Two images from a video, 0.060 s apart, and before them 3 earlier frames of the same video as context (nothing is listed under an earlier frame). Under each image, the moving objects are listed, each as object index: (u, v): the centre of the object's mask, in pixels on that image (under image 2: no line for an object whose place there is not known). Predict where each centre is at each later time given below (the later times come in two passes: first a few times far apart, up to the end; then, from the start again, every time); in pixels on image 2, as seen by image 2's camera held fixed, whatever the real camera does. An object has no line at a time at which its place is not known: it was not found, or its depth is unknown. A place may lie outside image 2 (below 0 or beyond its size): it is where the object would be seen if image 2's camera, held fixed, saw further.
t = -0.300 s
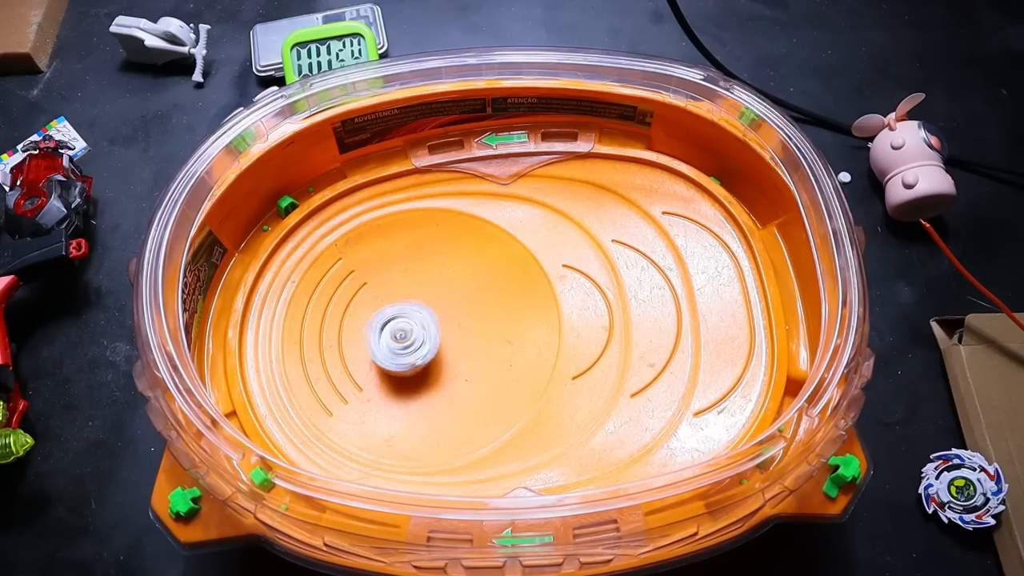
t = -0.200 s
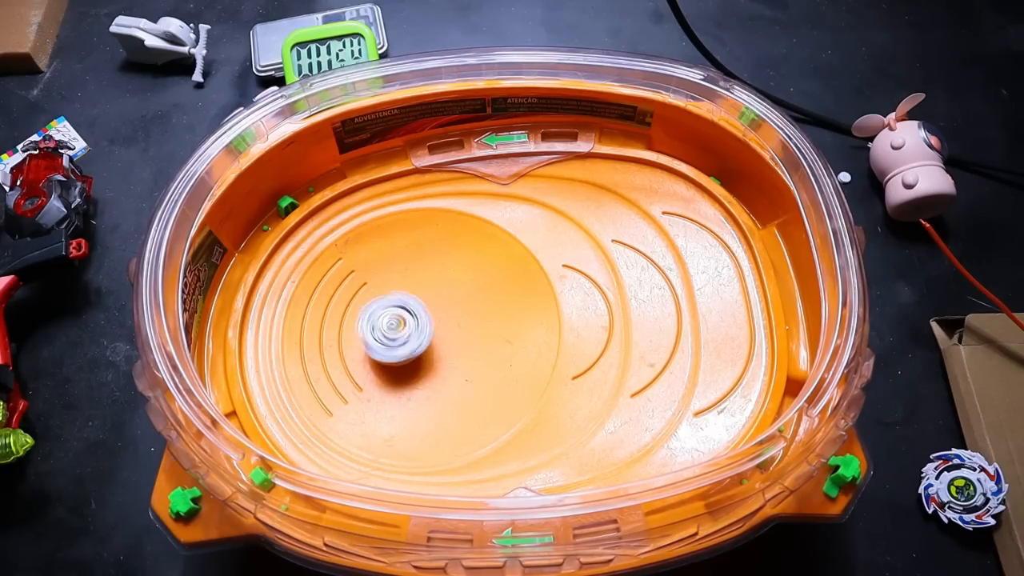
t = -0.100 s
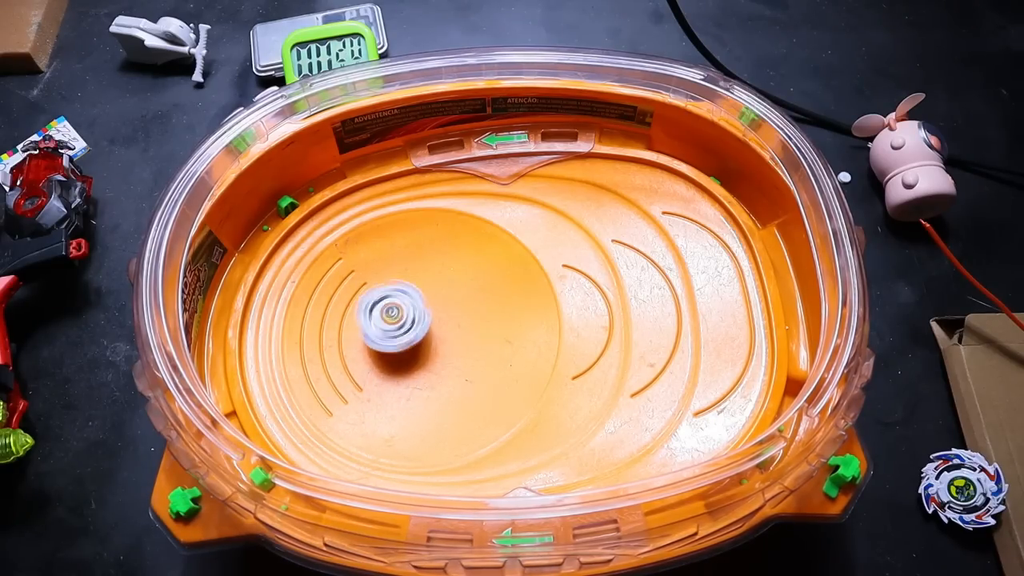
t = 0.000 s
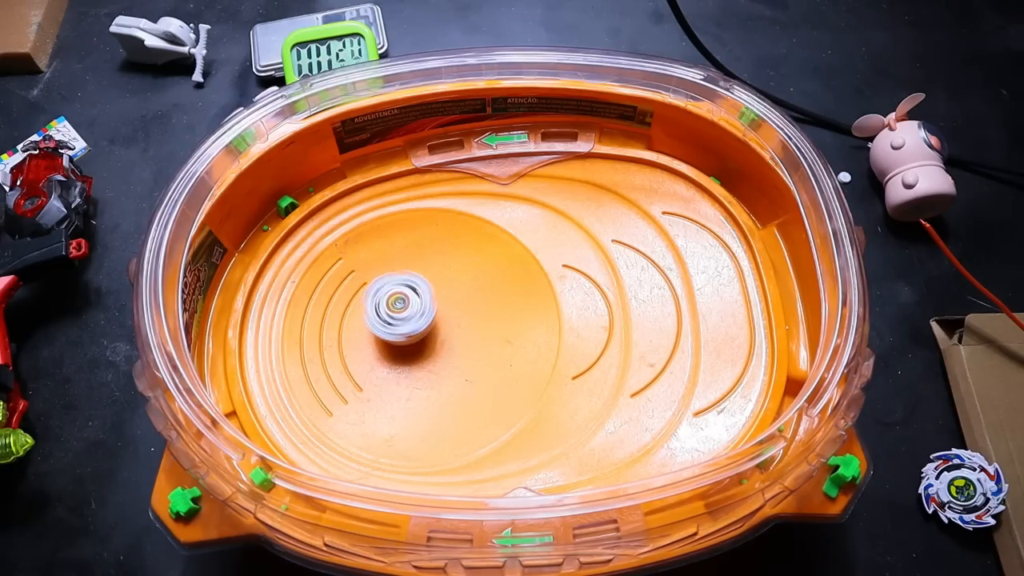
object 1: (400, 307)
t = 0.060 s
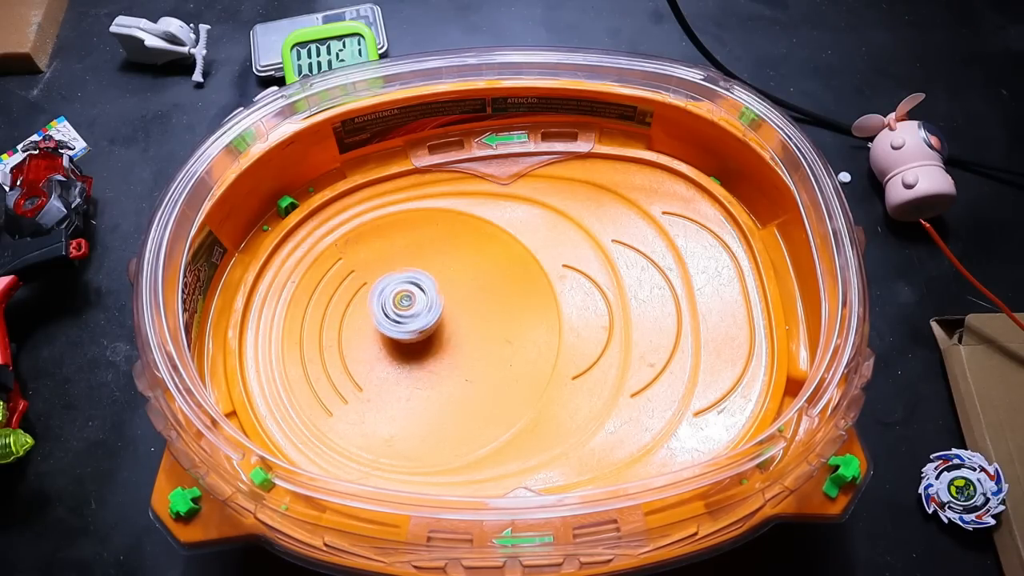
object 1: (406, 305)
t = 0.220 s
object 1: (424, 308)
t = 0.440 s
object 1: (433, 332)
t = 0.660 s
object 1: (410, 339)
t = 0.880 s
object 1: (405, 317)
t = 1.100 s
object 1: (427, 308)
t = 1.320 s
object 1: (432, 323)
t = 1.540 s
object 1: (412, 334)
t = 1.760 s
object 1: (400, 323)
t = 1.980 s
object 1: (412, 313)
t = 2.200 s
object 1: (426, 319)
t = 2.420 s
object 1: (424, 332)
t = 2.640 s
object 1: (410, 330)
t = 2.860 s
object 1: (410, 319)
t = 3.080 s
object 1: (418, 317)
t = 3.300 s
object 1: (424, 322)
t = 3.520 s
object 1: (415, 329)
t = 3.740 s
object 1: (413, 331)
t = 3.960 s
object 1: (413, 326)
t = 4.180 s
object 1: (421, 324)
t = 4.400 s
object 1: (423, 329)
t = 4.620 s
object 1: (419, 329)
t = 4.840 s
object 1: (418, 330)
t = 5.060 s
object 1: (415, 328)
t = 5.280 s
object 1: (416, 326)
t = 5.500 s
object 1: (419, 319)
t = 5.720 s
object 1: (411, 323)
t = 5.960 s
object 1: (411, 331)
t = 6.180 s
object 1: (420, 324)
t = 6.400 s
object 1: (426, 318)
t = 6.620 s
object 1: (423, 321)
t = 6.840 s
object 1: (418, 328)
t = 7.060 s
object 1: (420, 326)
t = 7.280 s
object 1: (432, 327)
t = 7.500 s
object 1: (421, 332)
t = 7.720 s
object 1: (415, 327)
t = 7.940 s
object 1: (417, 316)
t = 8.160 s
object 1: (416, 319)
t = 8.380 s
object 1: (417, 333)
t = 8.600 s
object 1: (417, 331)
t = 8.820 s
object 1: (416, 330)
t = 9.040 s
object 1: (415, 325)
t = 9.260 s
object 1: (415, 327)
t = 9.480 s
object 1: (415, 326)
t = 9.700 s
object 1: (415, 326)
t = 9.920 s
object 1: (415, 327)
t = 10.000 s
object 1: (415, 326)
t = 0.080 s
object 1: (409, 304)
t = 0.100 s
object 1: (411, 304)
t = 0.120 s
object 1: (413, 305)
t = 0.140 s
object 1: (416, 305)
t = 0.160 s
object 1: (419, 305)
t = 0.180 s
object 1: (420, 307)
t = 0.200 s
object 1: (423, 307)
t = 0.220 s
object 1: (424, 308)
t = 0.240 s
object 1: (426, 310)
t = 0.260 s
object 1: (428, 312)
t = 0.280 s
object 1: (430, 313)
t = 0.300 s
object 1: (430, 316)
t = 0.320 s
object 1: (432, 318)
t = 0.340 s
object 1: (432, 319)
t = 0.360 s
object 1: (432, 322)
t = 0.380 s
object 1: (434, 324)
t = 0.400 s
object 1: (433, 326)
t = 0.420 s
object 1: (433, 329)
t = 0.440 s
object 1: (433, 332)
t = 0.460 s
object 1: (432, 333)
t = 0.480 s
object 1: (430, 337)
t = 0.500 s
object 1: (428, 338)
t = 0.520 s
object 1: (427, 339)
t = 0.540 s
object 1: (423, 341)
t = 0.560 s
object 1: (421, 342)
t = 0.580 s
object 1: (419, 341)
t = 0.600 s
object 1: (415, 342)
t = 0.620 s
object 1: (414, 342)
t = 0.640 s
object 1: (413, 340)
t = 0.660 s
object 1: (410, 339)
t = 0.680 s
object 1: (408, 338)
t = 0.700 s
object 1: (407, 336)
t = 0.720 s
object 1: (406, 333)
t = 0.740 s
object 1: (404, 332)
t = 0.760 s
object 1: (404, 329)
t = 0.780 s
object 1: (403, 327)
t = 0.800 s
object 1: (402, 326)
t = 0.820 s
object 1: (404, 324)
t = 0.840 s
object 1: (404, 321)
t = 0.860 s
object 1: (404, 320)
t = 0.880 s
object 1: (405, 317)
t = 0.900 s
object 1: (407, 314)
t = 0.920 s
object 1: (407, 313)
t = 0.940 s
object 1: (409, 312)
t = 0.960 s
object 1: (412, 310)
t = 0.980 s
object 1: (414, 308)
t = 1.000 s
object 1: (415, 308)
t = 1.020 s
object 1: (419, 308)
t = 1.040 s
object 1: (421, 307)
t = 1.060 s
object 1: (422, 308)
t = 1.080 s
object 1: (424, 308)
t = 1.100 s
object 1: (427, 308)
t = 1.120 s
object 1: (426, 310)
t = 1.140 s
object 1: (429, 310)
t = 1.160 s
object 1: (430, 311)
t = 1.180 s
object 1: (431, 312)
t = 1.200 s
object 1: (432, 314)
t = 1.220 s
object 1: (434, 317)
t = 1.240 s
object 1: (434, 317)
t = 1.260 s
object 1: (433, 320)
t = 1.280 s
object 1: (433, 322)
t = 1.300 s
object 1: (434, 322)
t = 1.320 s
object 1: (432, 323)
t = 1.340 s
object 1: (431, 326)
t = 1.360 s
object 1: (430, 327)
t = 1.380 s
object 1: (429, 328)
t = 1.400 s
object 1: (426, 331)
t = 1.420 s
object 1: (425, 332)
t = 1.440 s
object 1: (424, 332)
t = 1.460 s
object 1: (421, 333)
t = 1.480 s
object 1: (419, 334)
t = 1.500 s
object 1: (418, 333)
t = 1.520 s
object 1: (416, 333)
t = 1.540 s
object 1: (412, 334)
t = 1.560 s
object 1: (411, 334)
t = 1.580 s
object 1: (411, 332)
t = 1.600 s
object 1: (408, 331)
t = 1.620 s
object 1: (406, 332)
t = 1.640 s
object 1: (406, 330)
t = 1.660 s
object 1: (405, 328)
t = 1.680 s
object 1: (403, 328)
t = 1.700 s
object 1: (402, 326)
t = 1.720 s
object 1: (402, 324)
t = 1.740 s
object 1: (401, 322)
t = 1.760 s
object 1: (400, 323)
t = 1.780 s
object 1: (403, 321)
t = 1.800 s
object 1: (403, 319)
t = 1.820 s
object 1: (402, 319)
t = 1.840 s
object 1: (403, 317)
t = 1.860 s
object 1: (405, 315)
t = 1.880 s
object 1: (406, 313)
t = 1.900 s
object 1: (406, 314)
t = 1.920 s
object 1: (408, 314)
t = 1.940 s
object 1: (411, 312)
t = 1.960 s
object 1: (410, 312)
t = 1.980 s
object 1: (412, 313)
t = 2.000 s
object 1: (414, 312)
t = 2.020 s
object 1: (416, 312)
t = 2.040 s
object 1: (416, 313)
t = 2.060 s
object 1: (418, 313)
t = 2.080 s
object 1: (421, 314)
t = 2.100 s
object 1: (422, 314)
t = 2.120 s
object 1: (422, 315)
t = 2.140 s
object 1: (424, 316)
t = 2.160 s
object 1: (425, 316)
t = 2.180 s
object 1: (425, 317)
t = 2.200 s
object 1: (426, 319)
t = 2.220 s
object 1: (427, 320)
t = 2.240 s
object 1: (429, 320)
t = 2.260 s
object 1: (428, 321)
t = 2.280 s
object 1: (428, 324)
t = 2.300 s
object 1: (429, 324)
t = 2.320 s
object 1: (429, 325)
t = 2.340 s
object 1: (428, 327)
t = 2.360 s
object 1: (427, 329)
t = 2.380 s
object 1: (426, 331)
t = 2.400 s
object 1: (426, 331)
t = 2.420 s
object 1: (424, 332)
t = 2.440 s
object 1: (423, 333)
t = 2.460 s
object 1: (421, 334)
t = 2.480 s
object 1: (420, 333)
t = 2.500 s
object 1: (418, 334)
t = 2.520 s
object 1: (416, 334)
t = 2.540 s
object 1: (416, 334)
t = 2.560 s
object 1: (415, 333)
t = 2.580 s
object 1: (412, 333)
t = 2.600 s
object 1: (412, 332)
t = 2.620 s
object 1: (412, 331)
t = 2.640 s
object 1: (410, 330)
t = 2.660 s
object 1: (409, 329)
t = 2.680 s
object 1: (408, 328)
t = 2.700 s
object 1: (408, 327)
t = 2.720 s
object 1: (409, 325)
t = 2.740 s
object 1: (407, 325)
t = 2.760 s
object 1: (407, 325)
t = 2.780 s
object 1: (408, 323)
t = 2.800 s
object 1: (409, 321)
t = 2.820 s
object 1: (408, 321)
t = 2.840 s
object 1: (408, 320)
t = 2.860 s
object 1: (410, 319)
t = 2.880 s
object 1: (412, 318)
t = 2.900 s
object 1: (411, 317)
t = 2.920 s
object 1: (411, 318)
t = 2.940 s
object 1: (413, 317)
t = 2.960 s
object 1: (414, 316)
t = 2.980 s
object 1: (415, 315)
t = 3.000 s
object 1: (415, 316)
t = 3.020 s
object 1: (417, 316)
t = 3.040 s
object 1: (419, 315)
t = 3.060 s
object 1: (419, 315)
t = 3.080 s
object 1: (418, 317)
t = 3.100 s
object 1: (420, 317)
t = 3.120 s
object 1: (421, 316)
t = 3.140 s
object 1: (422, 316)
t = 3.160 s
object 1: (420, 318)
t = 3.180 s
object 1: (422, 319)
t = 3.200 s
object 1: (424, 319)
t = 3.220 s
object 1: (424, 319)
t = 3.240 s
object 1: (423, 320)
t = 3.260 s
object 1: (423, 322)
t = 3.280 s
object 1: (424, 322)
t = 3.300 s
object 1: (424, 322)
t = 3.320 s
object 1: (423, 323)
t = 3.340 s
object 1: (421, 325)
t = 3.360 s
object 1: (421, 325)
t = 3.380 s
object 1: (421, 326)
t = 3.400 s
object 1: (421, 325)
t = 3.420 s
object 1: (419, 326)
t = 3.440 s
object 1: (419, 327)
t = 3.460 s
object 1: (419, 327)
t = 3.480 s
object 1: (419, 326)
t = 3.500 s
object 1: (417, 327)
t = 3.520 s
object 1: (415, 329)
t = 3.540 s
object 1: (417, 330)
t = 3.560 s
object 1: (419, 329)
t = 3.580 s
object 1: (418, 327)
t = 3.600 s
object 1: (415, 328)
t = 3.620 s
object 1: (415, 329)
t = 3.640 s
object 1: (415, 330)
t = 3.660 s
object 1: (416, 329)
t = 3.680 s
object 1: (415, 329)
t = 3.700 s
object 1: (414, 330)
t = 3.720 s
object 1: (413, 330)
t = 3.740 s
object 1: (413, 331)
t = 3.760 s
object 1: (413, 329)
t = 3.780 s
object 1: (413, 330)
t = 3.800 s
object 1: (412, 331)
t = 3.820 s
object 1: (412, 330)
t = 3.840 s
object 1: (413, 330)
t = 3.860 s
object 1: (412, 329)
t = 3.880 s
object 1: (411, 329)
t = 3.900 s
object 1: (411, 329)
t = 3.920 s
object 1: (412, 328)
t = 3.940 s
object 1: (413, 327)
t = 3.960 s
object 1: (413, 326)
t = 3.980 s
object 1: (413, 326)
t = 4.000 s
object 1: (414, 325)
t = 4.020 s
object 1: (415, 325)
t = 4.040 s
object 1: (416, 324)
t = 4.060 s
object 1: (417, 324)
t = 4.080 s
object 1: (416, 324)
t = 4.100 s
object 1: (418, 323)
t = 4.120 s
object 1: (419, 323)
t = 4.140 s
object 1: (421, 323)
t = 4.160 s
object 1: (421, 323)
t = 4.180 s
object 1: (421, 324)
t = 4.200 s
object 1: (422, 324)
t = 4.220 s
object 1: (423, 324)
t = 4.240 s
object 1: (424, 324)
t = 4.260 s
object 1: (424, 325)
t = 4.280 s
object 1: (424, 326)
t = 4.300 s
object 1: (424, 326)
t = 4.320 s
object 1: (425, 326)
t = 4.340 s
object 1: (425, 325)
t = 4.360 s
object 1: (424, 326)
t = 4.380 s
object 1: (422, 328)
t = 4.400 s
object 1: (423, 329)
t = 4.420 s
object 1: (426, 329)
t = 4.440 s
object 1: (426, 327)
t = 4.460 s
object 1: (424, 326)
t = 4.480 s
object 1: (422, 328)
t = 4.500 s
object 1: (421, 329)
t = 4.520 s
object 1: (422, 331)
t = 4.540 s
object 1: (425, 330)
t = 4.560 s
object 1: (425, 328)
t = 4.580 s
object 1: (422, 328)
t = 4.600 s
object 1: (421, 328)
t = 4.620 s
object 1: (419, 329)
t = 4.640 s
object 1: (419, 331)
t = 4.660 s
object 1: (421, 331)
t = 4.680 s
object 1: (422, 330)
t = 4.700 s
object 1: (422, 329)
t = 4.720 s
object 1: (421, 329)
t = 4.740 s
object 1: (419, 329)
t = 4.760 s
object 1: (418, 329)
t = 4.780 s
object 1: (417, 331)
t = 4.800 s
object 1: (417, 332)
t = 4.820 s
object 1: (419, 331)
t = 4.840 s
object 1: (418, 330)
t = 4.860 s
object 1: (417, 330)
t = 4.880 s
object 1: (416, 330)
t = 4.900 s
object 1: (415, 331)
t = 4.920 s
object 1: (415, 331)
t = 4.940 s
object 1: (415, 331)
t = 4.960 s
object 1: (416, 330)
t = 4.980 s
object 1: (415, 330)
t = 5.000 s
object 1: (414, 330)
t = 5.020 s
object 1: (413, 330)
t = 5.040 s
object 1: (414, 330)
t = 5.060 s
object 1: (415, 328)
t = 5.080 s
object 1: (415, 327)
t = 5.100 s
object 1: (414, 327)
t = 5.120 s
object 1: (413, 328)
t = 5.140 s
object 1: (414, 327)
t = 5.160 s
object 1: (416, 326)
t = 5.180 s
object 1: (417, 325)
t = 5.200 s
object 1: (416, 324)
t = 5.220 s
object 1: (414, 323)
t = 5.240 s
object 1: (413, 325)
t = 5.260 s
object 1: (414, 325)
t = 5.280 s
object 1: (416, 326)
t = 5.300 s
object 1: (419, 324)
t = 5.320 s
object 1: (419, 321)
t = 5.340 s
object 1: (416, 320)
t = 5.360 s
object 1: (415, 319)
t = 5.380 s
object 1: (414, 320)
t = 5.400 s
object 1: (413, 321)
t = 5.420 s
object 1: (414, 322)
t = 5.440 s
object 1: (415, 322)
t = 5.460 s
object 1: (416, 322)
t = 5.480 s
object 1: (418, 321)
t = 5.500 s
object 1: (419, 319)
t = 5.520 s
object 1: (417, 318)
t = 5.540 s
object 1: (415, 318)
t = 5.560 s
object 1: (413, 319)
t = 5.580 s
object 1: (412, 322)
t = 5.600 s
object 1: (413, 324)
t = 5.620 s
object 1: (415, 324)
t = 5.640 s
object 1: (418, 324)
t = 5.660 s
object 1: (418, 322)
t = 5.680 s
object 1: (416, 321)
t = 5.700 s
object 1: (413, 322)
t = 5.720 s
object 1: (411, 323)
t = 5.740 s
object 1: (410, 326)
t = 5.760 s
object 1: (411, 328)
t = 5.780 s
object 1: (414, 328)
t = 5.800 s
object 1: (415, 328)
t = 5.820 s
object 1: (416, 327)
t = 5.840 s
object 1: (414, 326)
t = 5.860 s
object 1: (412, 325)
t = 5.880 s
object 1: (410, 326)
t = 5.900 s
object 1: (409, 327)
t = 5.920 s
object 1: (408, 329)
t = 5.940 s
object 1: (408, 330)
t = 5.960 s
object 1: (411, 331)
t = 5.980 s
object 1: (413, 330)
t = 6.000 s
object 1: (415, 328)
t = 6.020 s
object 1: (415, 326)
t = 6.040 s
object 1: (414, 325)
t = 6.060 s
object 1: (411, 326)
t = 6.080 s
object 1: (411, 327)
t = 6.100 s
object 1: (410, 328)
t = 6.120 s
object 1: (413, 329)
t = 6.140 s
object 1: (417, 328)
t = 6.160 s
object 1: (419, 326)
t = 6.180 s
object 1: (420, 324)
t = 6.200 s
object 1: (420, 322)
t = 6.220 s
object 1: (418, 322)
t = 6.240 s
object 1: (417, 322)
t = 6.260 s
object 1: (416, 324)
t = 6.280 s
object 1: (417, 324)
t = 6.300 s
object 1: (420, 324)
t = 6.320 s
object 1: (423, 323)
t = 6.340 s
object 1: (425, 323)
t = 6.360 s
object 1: (427, 321)
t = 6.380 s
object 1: (427, 319)
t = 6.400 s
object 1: (426, 318)
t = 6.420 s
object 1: (424, 319)
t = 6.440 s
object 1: (422, 321)
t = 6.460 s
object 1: (421, 324)
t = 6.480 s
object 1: (423, 326)
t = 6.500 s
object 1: (426, 327)
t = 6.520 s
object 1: (429, 326)
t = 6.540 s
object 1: (431, 323)
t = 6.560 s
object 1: (430, 321)
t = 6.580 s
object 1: (428, 320)
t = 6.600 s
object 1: (426, 320)
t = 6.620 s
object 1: (423, 321)
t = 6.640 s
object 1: (421, 322)
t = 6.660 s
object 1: (421, 325)
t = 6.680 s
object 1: (424, 326)
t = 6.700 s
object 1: (426, 326)
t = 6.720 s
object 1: (427, 325)
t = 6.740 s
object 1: (427, 323)
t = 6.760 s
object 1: (426, 322)
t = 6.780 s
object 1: (423, 322)
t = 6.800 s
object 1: (421, 323)
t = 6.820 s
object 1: (419, 325)
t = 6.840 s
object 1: (418, 328)
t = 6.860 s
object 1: (419, 331)
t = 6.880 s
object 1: (423, 333)
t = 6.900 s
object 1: (426, 333)
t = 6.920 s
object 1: (429, 331)
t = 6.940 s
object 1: (429, 328)
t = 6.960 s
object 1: (429, 326)
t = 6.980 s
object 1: (427, 325)
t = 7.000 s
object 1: (426, 325)
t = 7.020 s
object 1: (424, 324)
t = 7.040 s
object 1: (422, 325)
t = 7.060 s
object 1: (420, 326)
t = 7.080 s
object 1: (420, 328)
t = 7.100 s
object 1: (420, 329)
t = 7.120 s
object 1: (420, 331)
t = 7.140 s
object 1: (421, 332)
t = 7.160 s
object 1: (424, 333)
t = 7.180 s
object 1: (426, 334)
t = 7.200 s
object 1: (430, 334)
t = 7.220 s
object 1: (432, 332)
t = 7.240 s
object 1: (432, 330)
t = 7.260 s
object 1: (432, 328)
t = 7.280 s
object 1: (432, 327)
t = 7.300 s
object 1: (432, 326)
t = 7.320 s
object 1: (430, 325)
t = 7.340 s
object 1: (428, 325)
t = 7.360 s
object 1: (426, 325)
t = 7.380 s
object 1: (424, 325)
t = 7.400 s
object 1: (423, 326)
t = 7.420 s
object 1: (422, 327)
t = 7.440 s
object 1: (421, 328)
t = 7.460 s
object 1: (421, 330)
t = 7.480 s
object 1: (421, 331)
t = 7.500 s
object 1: (421, 332)
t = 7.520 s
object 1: (421, 333)
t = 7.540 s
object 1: (422, 333)
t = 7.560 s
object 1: (422, 334)
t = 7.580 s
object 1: (422, 334)
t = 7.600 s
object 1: (421, 334)
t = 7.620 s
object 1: (419, 334)
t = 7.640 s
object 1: (418, 334)
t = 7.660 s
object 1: (417, 332)
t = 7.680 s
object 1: (416, 330)
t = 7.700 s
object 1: (416, 328)
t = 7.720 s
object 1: (415, 327)
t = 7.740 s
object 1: (415, 325)
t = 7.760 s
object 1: (416, 323)
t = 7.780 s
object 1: (416, 322)
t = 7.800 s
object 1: (416, 321)
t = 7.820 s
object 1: (416, 320)
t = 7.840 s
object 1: (416, 319)
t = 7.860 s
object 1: (417, 318)
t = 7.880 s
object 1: (417, 318)
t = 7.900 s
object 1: (417, 317)
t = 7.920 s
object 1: (417, 317)
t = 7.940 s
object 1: (417, 316)
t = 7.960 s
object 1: (417, 316)
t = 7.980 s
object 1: (417, 316)
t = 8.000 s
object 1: (417, 316)
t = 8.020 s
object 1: (417, 316)
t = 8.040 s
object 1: (417, 316)
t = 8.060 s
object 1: (417, 317)
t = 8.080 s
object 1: (417, 317)
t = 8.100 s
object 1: (417, 317)
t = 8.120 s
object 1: (417, 318)
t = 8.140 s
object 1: (416, 319)
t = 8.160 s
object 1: (416, 319)
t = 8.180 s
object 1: (416, 320)
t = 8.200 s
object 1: (416, 321)
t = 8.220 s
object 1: (416, 322)
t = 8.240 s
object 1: (416, 323)
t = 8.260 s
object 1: (415, 325)
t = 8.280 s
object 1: (415, 327)
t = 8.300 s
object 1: (416, 328)
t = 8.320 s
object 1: (416, 329)
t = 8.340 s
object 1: (416, 331)
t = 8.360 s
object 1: (417, 332)
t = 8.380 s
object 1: (417, 333)
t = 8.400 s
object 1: (418, 334)
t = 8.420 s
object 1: (419, 335)
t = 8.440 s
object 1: (419, 335)
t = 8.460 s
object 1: (419, 335)
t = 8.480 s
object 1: (418, 334)
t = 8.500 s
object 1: (417, 334)
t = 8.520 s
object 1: (417, 333)
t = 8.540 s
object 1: (417, 332)
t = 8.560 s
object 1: (417, 332)
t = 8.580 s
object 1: (417, 331)
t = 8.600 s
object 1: (417, 331)
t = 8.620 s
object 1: (417, 331)
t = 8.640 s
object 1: (417, 331)
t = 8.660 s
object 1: (417, 331)
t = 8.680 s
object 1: (417, 331)
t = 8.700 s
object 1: (417, 331)
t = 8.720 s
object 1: (417, 330)
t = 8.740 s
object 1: (417, 330)
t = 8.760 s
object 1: (417, 330)
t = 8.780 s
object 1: (417, 330)
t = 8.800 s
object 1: (417, 330)
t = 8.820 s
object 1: (416, 330)
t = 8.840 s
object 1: (416, 330)
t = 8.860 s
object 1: (416, 330)
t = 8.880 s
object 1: (416, 330)
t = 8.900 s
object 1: (416, 330)
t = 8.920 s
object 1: (416, 330)
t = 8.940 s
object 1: (416, 330)
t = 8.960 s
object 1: (416, 329)
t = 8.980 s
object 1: (416, 328)
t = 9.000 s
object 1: (415, 328)
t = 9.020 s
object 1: (415, 327)
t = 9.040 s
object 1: (415, 325)
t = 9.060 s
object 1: (415, 325)
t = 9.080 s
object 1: (415, 325)
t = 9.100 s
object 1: (415, 325)
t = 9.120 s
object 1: (415, 326)
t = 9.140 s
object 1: (415, 327)
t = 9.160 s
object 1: (415, 328)
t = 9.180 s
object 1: (416, 328)
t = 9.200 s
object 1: (416, 328)
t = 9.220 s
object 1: (416, 328)
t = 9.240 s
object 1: (415, 328)
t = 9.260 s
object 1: (415, 327)
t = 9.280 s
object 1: (415, 326)
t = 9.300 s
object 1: (415, 326)
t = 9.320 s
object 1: (415, 326)
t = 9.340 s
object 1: (415, 326)
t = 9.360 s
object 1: (415, 326)
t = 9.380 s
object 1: (415, 327)
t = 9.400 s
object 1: (415, 327)
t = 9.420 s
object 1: (415, 327)
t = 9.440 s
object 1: (415, 327)
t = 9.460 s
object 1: (415, 327)
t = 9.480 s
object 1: (415, 326)
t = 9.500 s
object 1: (415, 326)
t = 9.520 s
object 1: (415, 326)
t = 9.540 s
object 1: (415, 326)
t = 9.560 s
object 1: (415, 327)
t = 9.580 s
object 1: (415, 327)
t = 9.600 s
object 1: (415, 327)
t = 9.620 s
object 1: (415, 326)
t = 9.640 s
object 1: (415, 326)
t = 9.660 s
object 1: (415, 326)
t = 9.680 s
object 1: (415, 326)
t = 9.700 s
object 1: (415, 326)
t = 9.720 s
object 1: (415, 327)
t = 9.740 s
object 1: (415, 327)
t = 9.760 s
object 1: (415, 327)
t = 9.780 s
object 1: (415, 326)
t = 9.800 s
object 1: (415, 326)
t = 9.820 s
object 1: (415, 326)
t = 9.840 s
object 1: (415, 326)
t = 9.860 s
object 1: (415, 327)
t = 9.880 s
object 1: (415, 327)
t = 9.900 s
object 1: (415, 327)
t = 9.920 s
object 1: (415, 327)
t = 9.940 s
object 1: (415, 326)
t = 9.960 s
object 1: (415, 326)
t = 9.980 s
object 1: (415, 326)
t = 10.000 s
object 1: (415, 326)
